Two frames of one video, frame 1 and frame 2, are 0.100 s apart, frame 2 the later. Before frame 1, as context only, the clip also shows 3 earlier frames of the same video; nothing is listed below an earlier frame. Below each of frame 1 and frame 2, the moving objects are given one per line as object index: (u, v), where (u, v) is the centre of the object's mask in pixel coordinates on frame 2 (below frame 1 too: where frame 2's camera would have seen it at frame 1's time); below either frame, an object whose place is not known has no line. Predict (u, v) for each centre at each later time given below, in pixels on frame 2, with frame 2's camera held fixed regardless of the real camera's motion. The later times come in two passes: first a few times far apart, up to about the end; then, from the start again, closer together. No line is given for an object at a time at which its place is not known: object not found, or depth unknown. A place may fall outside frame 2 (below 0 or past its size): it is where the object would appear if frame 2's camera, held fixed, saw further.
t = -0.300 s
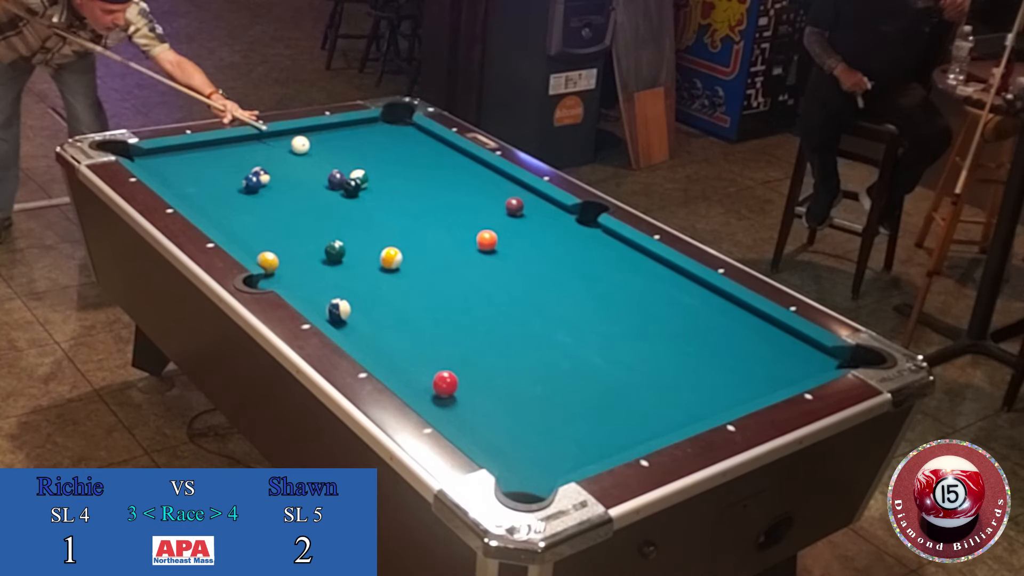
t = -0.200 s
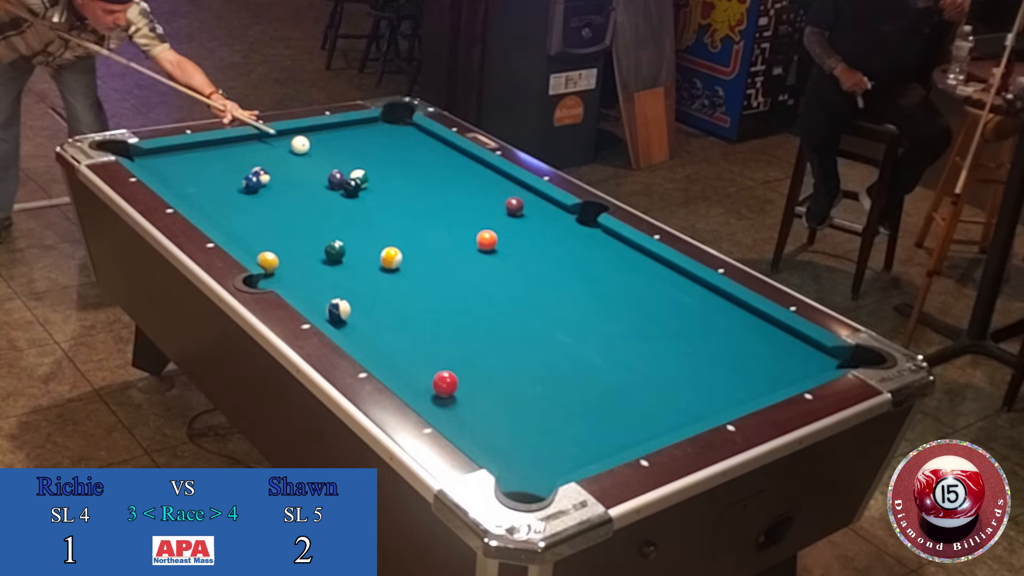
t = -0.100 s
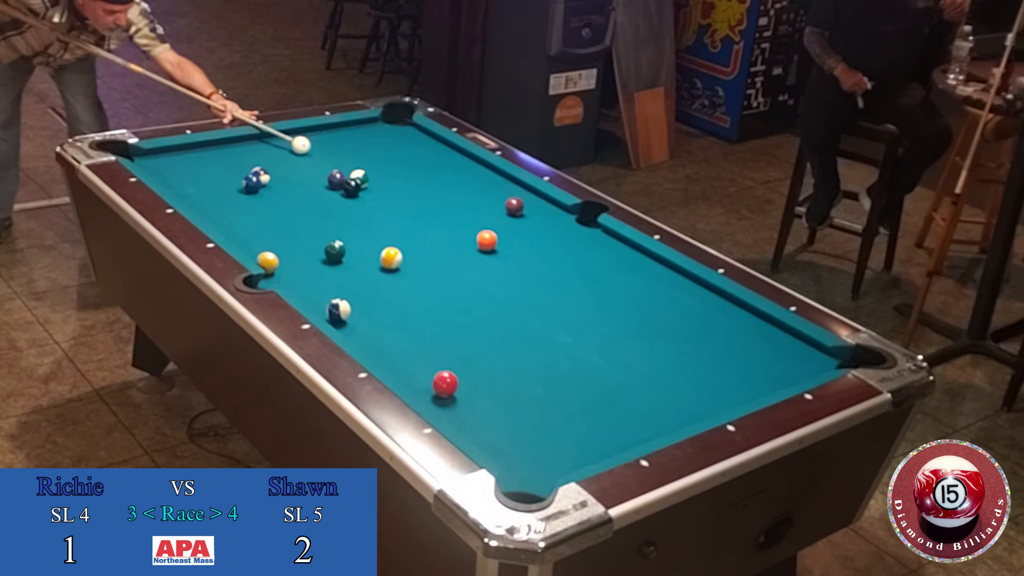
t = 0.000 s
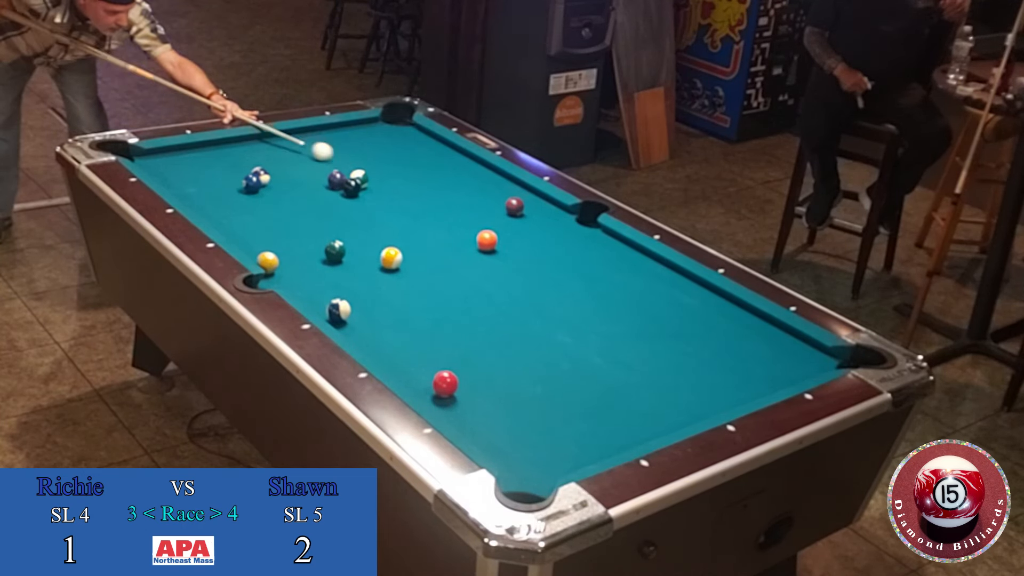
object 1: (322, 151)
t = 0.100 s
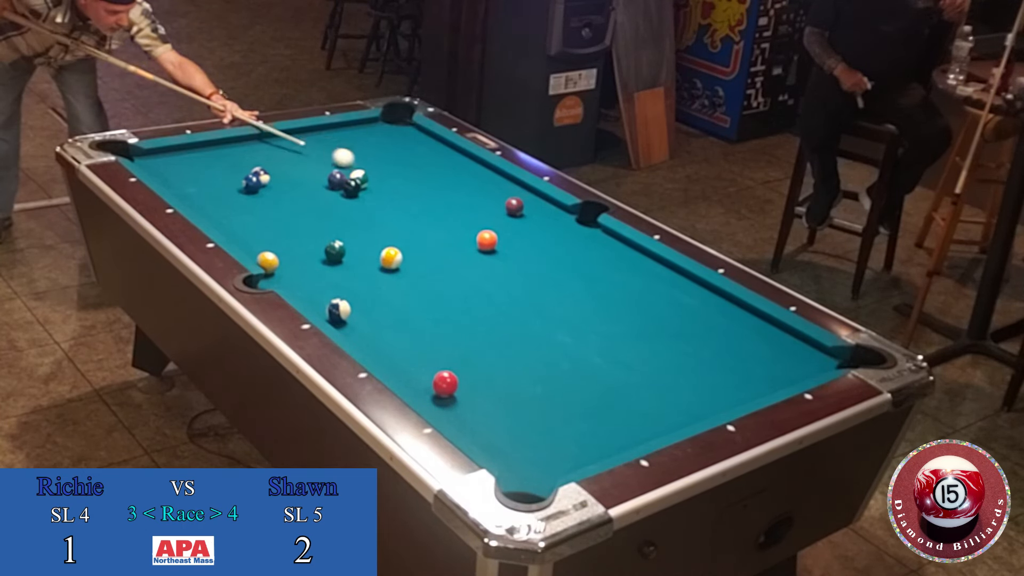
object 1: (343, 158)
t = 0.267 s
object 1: (378, 168)
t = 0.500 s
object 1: (428, 183)
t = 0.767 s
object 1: (484, 200)
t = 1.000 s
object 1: (501, 211)
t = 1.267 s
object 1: (511, 221)
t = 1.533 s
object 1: (520, 230)
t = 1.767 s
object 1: (527, 238)
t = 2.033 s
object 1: (533, 246)
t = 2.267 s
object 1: (538, 252)
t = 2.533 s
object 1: (543, 258)
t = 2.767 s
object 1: (545, 262)
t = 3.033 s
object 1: (547, 267)
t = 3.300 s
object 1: (549, 270)
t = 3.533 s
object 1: (549, 272)
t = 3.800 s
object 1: (549, 273)
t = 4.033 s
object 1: (548, 274)
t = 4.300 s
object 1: (548, 274)
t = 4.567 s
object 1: (548, 274)
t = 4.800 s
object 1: (548, 274)
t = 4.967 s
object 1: (548, 274)
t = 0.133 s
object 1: (350, 160)
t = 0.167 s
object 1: (357, 161)
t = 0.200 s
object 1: (364, 163)
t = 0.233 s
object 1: (371, 166)
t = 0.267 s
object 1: (378, 168)
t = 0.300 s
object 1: (385, 170)
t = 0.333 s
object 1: (392, 172)
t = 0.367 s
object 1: (399, 175)
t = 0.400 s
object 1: (407, 177)
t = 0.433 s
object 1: (413, 179)
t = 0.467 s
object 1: (421, 181)
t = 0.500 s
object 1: (428, 183)
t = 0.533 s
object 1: (435, 185)
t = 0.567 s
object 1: (442, 187)
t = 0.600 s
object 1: (449, 189)
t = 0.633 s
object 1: (456, 191)
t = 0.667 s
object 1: (463, 194)
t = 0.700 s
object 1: (470, 196)
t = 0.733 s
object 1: (477, 198)
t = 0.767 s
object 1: (484, 200)
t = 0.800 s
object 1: (491, 202)
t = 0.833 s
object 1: (495, 204)
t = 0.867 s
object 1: (496, 205)
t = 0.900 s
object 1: (497, 207)
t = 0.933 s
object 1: (498, 208)
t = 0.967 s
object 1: (500, 209)
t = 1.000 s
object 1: (501, 211)
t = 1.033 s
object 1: (503, 212)
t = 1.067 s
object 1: (504, 213)
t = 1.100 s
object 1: (505, 214)
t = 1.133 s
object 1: (506, 216)
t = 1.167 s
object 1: (508, 217)
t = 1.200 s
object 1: (509, 218)
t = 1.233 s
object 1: (510, 220)
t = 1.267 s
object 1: (511, 221)
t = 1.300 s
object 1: (512, 222)
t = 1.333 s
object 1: (514, 223)
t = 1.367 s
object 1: (515, 224)
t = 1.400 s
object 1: (516, 225)
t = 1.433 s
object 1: (517, 227)
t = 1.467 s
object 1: (518, 228)
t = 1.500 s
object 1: (519, 229)
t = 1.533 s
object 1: (520, 230)
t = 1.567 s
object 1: (521, 231)
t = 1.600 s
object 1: (522, 232)
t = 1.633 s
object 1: (523, 233)
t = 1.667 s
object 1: (524, 234)
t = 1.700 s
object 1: (525, 235)
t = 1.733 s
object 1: (526, 236)
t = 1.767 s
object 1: (527, 238)
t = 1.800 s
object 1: (527, 239)
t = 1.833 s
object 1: (528, 240)
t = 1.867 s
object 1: (529, 241)
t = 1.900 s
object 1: (530, 242)
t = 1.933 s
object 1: (531, 243)
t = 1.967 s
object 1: (532, 244)
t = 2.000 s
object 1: (533, 245)
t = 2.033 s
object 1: (533, 246)
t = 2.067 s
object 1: (534, 247)
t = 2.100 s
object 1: (535, 248)
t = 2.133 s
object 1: (536, 248)
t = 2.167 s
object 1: (536, 250)
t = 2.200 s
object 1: (537, 250)
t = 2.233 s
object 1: (538, 251)
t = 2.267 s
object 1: (538, 252)
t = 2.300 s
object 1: (539, 253)
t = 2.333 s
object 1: (539, 254)
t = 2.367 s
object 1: (540, 255)
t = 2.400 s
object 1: (541, 255)
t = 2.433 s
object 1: (541, 256)
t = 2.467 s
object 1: (542, 257)
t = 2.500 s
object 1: (542, 258)
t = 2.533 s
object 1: (543, 258)
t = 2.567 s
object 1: (543, 259)
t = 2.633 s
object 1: (544, 260)
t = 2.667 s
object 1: (544, 260)
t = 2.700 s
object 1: (544, 261)
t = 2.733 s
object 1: (545, 262)
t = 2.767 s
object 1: (545, 262)
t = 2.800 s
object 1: (545, 263)
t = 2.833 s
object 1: (546, 264)
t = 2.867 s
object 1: (546, 264)
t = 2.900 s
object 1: (546, 265)
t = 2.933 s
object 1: (547, 265)
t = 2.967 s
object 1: (547, 266)
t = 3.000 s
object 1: (547, 266)
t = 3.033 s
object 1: (547, 267)
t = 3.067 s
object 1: (548, 267)
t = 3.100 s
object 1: (548, 268)
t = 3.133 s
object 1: (548, 268)
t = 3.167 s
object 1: (548, 268)
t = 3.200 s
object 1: (548, 269)
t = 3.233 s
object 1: (548, 269)
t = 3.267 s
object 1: (549, 270)
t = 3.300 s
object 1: (549, 270)
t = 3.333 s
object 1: (549, 270)
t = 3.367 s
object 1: (549, 271)
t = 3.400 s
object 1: (549, 271)
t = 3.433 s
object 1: (549, 271)
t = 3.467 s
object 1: (549, 272)
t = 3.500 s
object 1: (549, 272)
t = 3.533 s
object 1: (549, 272)
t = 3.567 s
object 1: (549, 272)
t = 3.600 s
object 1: (549, 272)
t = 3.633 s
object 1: (549, 272)
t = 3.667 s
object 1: (549, 273)
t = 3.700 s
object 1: (549, 273)
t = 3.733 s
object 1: (549, 273)
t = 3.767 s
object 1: (549, 273)
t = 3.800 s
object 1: (549, 273)
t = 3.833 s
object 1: (549, 273)
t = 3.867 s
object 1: (549, 273)
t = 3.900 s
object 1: (548, 274)
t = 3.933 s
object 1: (548, 274)
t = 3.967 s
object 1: (548, 274)
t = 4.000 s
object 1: (548, 274)
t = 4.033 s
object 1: (548, 274)
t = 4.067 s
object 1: (548, 274)
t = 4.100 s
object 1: (548, 274)
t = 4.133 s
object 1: (548, 274)
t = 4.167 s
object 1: (548, 274)
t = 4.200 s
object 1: (548, 274)
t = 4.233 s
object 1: (548, 274)
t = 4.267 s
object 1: (548, 274)
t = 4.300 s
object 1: (548, 274)
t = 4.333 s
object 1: (548, 274)
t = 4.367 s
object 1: (548, 274)
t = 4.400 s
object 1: (548, 274)
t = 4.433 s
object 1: (548, 274)
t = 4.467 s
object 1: (548, 274)
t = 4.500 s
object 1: (548, 274)
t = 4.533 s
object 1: (548, 274)
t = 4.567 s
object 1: (548, 274)
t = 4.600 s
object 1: (548, 274)
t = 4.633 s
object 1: (548, 274)
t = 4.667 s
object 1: (548, 274)
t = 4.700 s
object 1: (548, 274)
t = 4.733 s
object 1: (548, 274)
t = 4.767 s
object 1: (548, 274)
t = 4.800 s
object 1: (548, 274)
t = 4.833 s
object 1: (548, 274)
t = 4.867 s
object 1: (548, 274)
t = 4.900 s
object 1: (548, 274)
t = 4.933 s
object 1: (548, 274)
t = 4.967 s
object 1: (548, 274)
